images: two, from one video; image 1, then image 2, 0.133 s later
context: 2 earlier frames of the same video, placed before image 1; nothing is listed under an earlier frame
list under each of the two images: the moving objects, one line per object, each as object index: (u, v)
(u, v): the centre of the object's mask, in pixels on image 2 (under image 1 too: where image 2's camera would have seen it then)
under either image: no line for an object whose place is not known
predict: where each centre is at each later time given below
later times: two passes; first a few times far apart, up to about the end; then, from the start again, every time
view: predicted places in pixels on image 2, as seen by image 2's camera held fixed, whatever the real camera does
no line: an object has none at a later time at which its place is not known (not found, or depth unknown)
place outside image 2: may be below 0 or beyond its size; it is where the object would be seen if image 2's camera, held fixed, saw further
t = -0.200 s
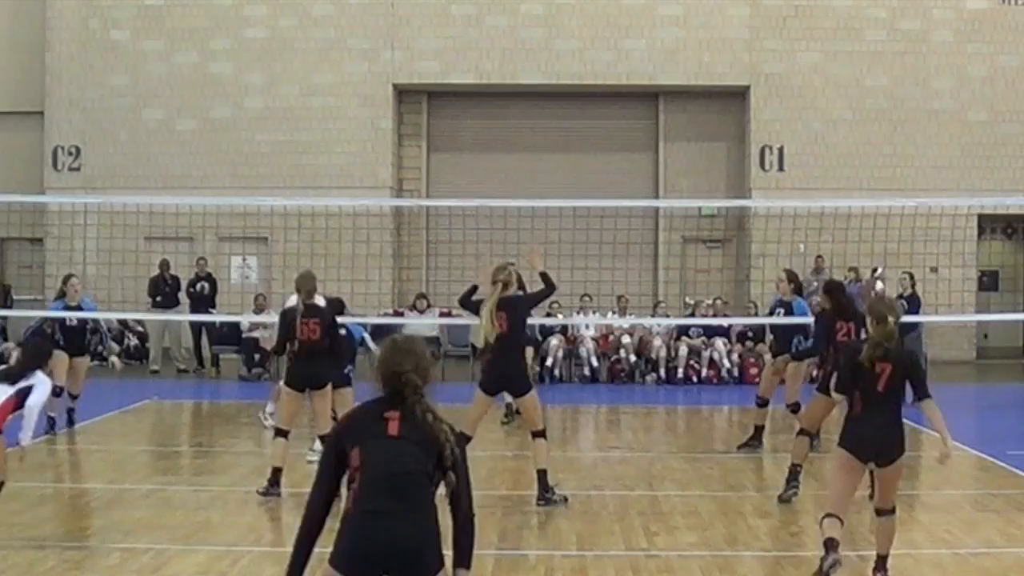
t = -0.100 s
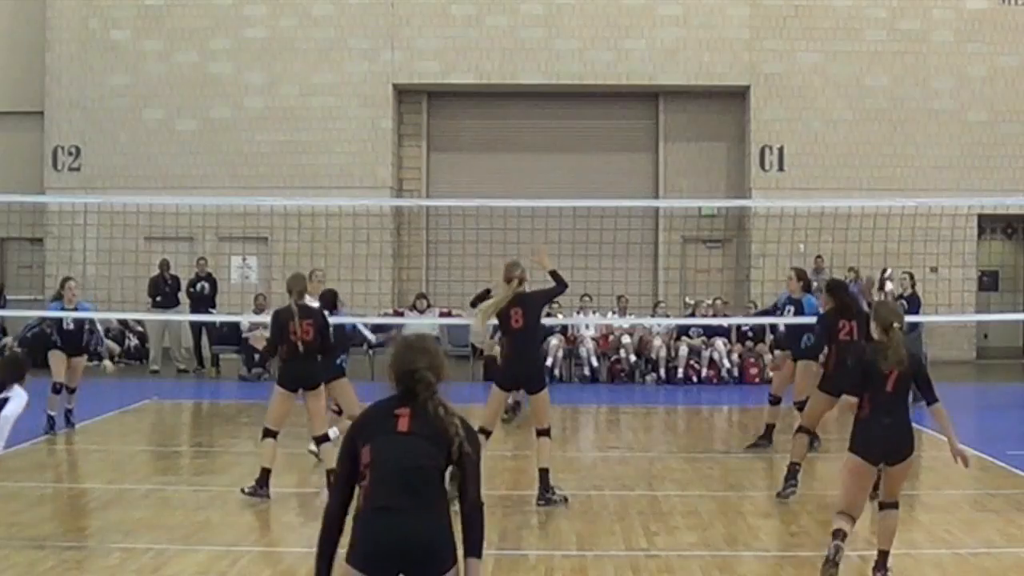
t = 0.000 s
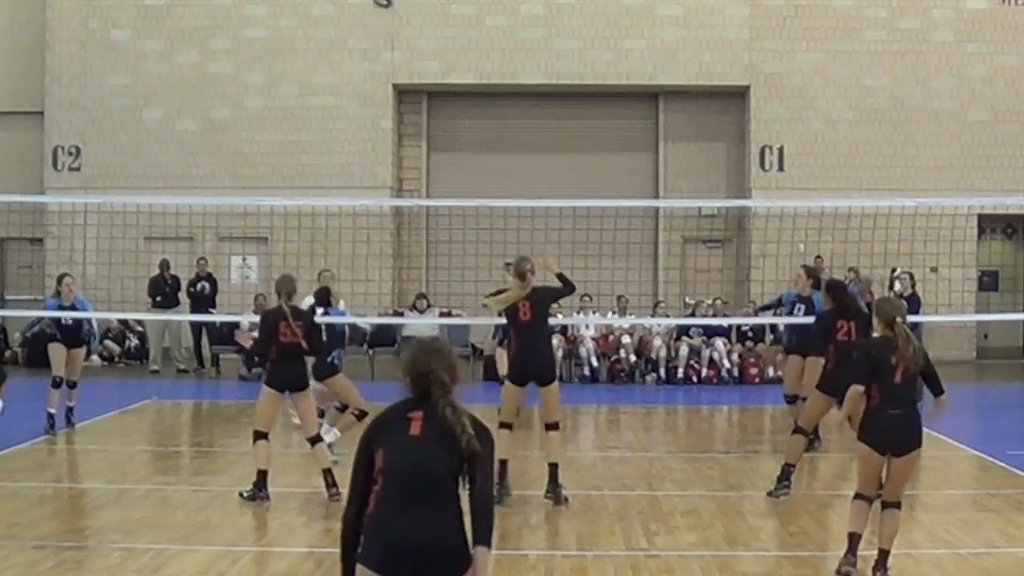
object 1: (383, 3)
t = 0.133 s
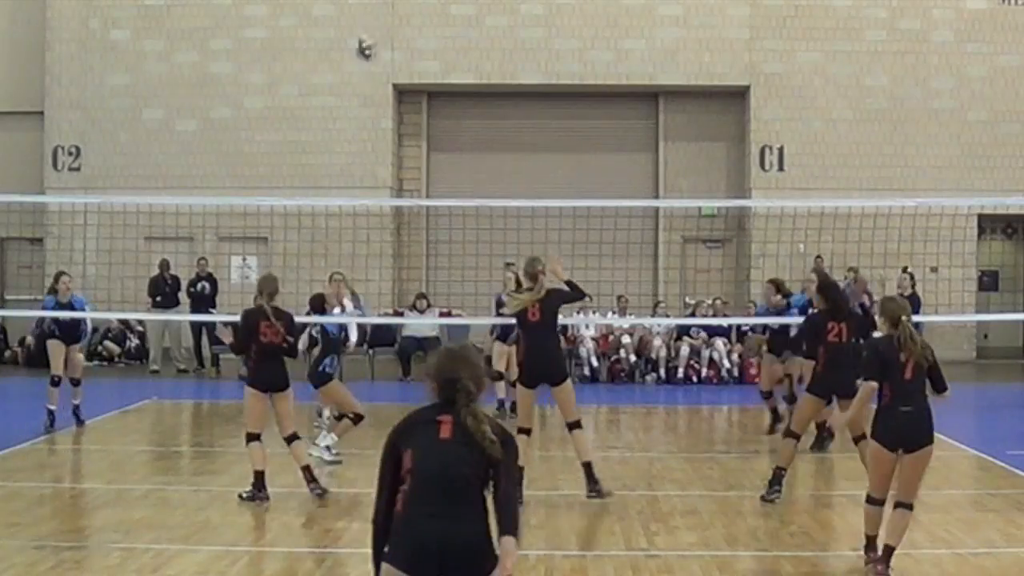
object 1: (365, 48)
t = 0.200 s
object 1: (357, 81)
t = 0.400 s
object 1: (331, 211)
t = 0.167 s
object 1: (361, 64)
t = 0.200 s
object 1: (357, 81)
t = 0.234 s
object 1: (353, 99)
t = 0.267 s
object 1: (348, 119)
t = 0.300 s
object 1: (344, 140)
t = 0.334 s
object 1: (340, 160)
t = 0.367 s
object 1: (334, 187)
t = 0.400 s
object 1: (331, 211)
